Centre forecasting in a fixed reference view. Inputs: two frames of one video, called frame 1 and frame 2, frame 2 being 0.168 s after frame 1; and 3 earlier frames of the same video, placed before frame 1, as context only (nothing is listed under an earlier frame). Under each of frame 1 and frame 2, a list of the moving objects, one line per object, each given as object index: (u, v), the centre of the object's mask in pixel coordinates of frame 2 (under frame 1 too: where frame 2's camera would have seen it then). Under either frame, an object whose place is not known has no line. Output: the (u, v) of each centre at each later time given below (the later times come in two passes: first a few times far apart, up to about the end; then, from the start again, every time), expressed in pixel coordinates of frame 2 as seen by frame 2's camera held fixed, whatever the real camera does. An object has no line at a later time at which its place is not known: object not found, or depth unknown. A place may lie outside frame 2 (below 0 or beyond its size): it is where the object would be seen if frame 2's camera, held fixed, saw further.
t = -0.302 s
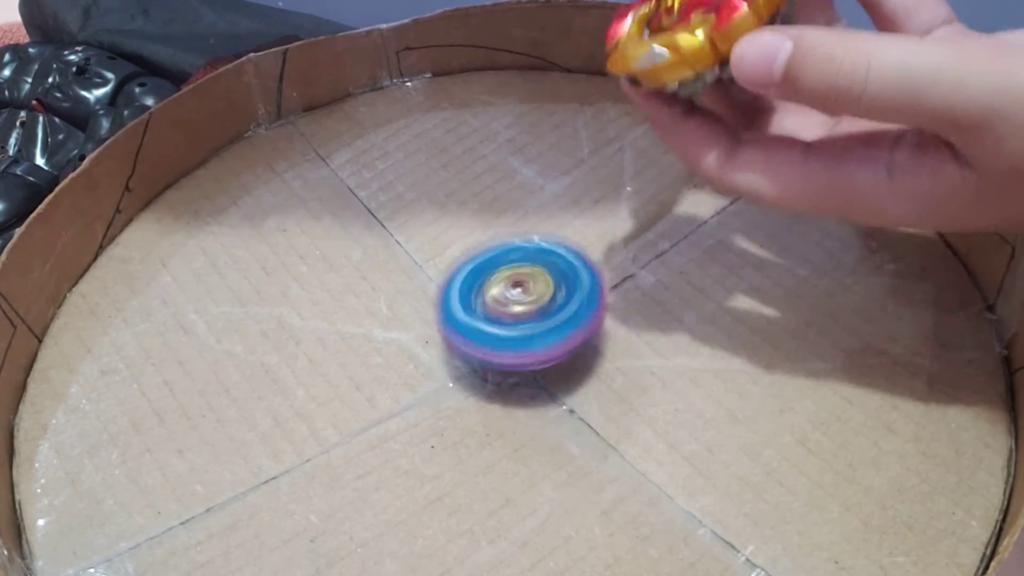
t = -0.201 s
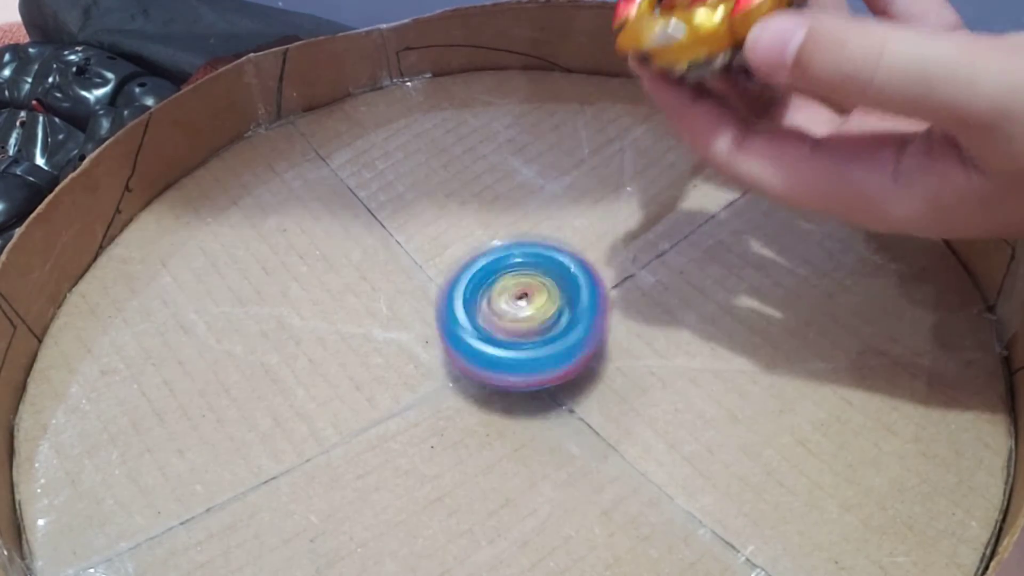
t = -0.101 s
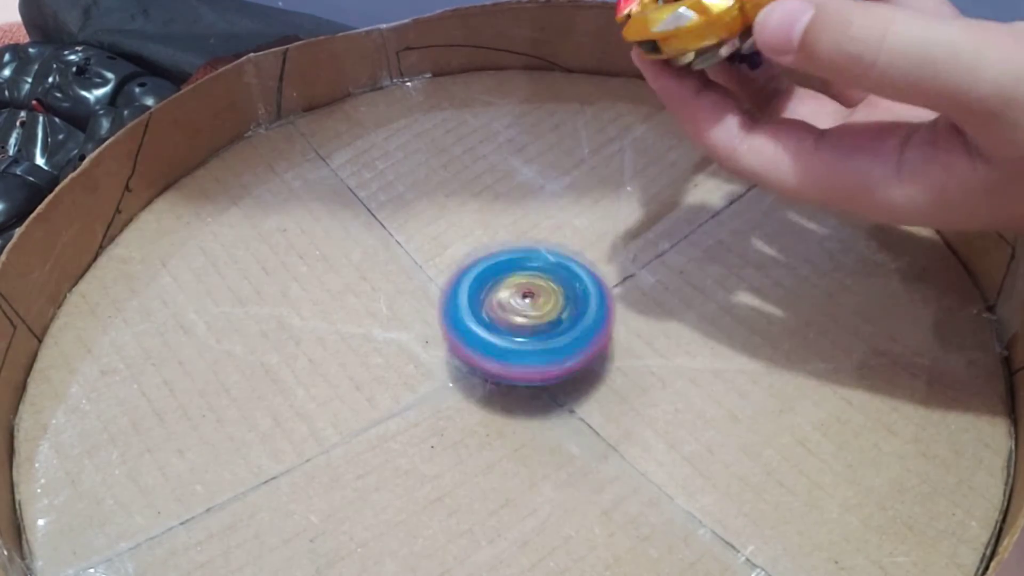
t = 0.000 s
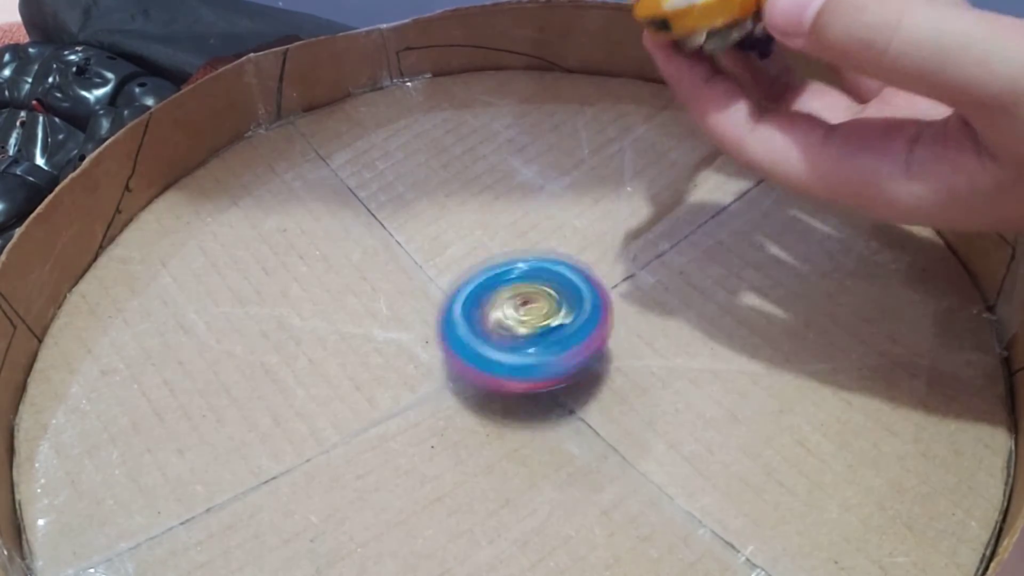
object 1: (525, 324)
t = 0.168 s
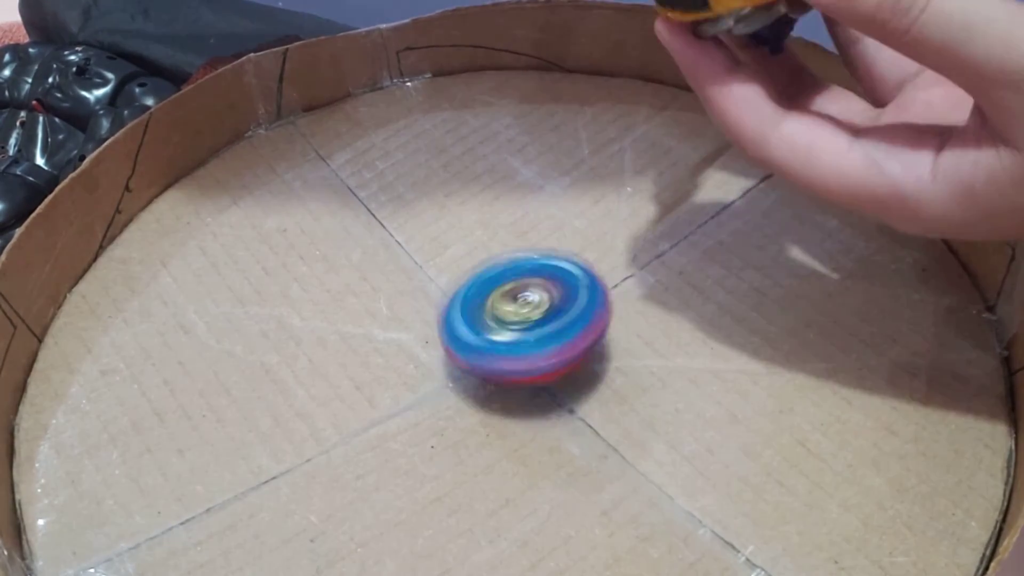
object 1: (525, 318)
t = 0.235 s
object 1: (528, 326)
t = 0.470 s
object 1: (521, 314)
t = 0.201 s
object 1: (525, 322)
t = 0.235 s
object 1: (528, 326)
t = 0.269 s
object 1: (530, 328)
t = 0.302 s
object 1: (530, 330)
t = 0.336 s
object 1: (527, 330)
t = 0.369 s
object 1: (524, 327)
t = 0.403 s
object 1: (519, 320)
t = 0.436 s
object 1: (517, 316)
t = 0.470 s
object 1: (521, 314)
